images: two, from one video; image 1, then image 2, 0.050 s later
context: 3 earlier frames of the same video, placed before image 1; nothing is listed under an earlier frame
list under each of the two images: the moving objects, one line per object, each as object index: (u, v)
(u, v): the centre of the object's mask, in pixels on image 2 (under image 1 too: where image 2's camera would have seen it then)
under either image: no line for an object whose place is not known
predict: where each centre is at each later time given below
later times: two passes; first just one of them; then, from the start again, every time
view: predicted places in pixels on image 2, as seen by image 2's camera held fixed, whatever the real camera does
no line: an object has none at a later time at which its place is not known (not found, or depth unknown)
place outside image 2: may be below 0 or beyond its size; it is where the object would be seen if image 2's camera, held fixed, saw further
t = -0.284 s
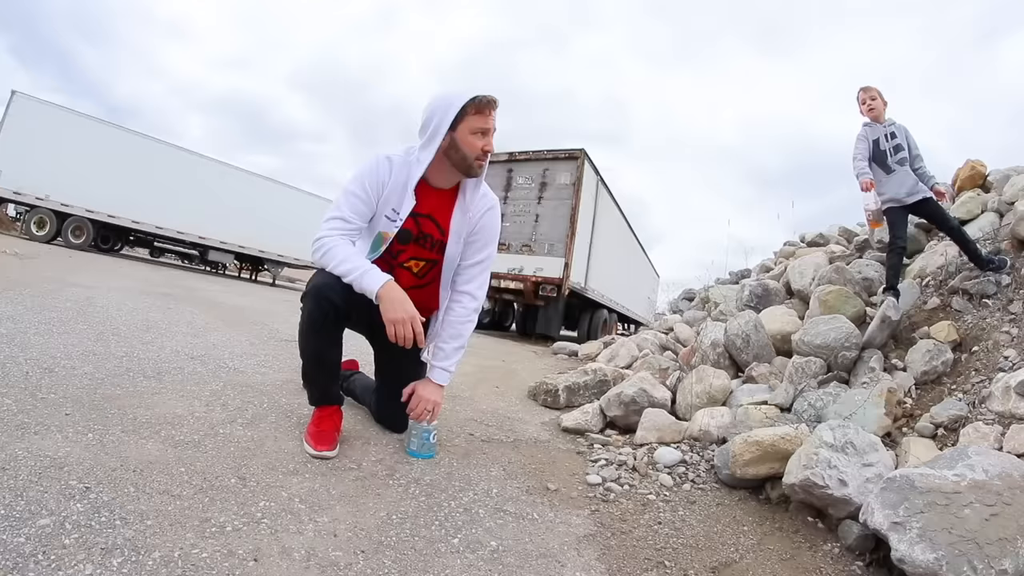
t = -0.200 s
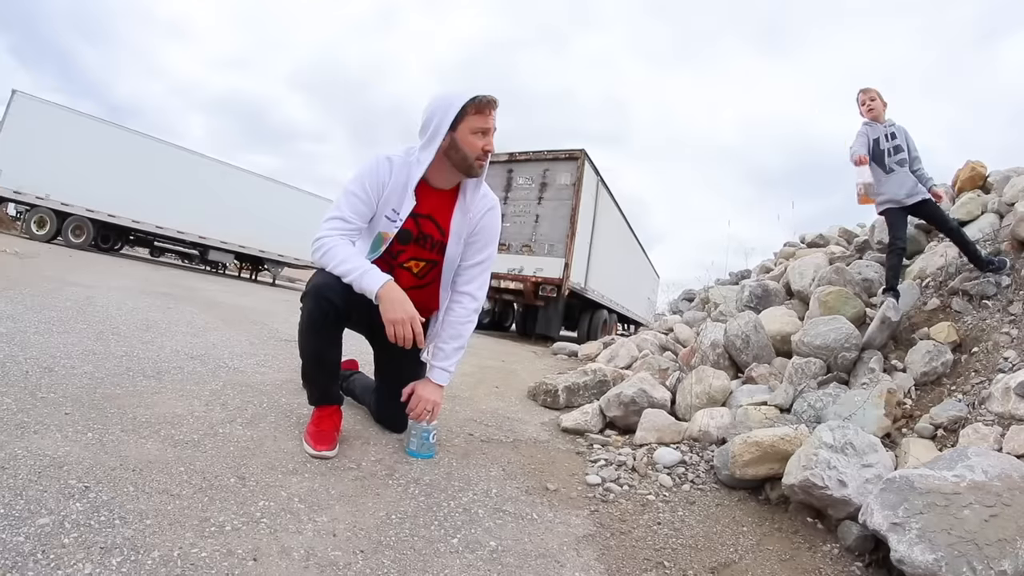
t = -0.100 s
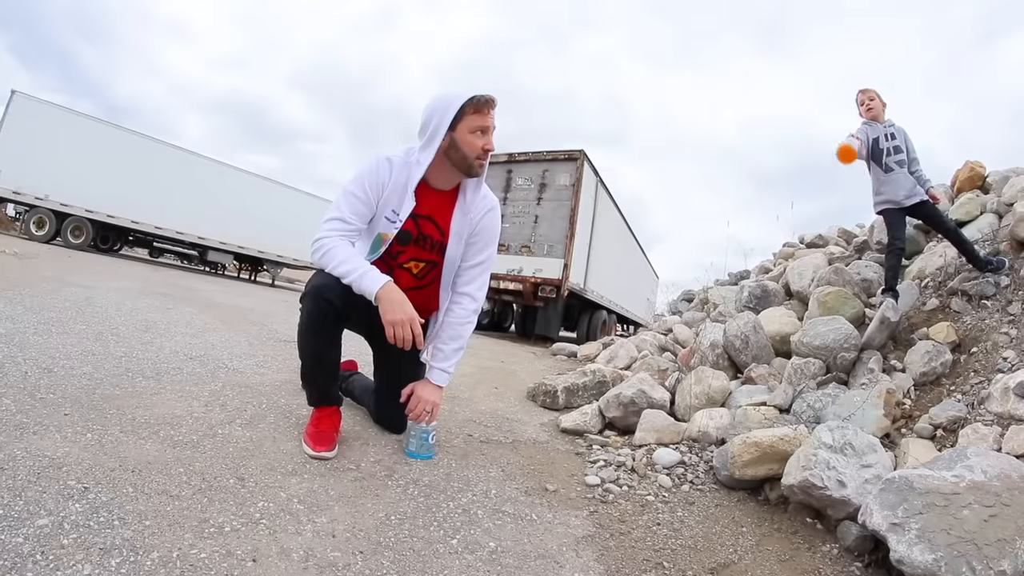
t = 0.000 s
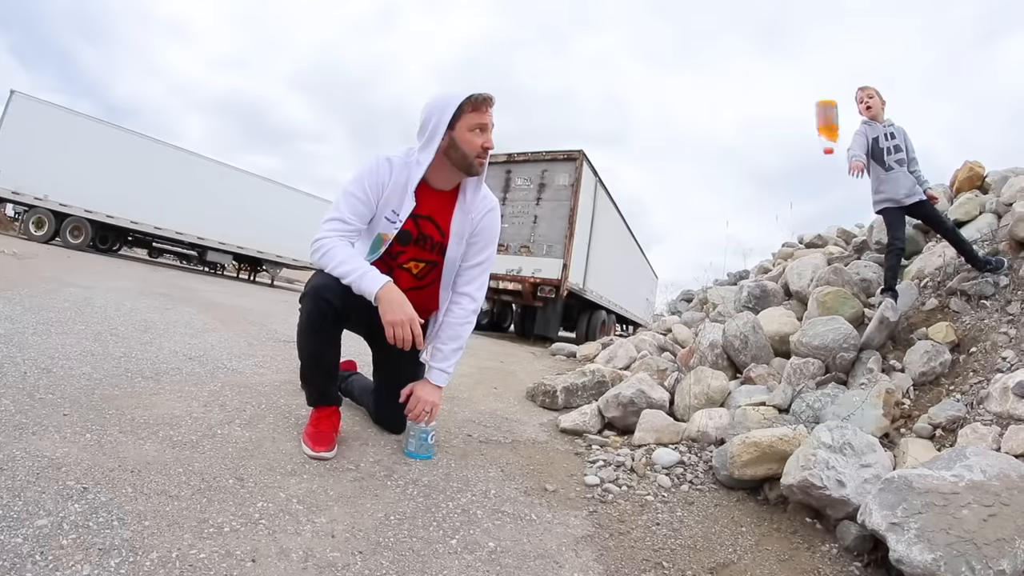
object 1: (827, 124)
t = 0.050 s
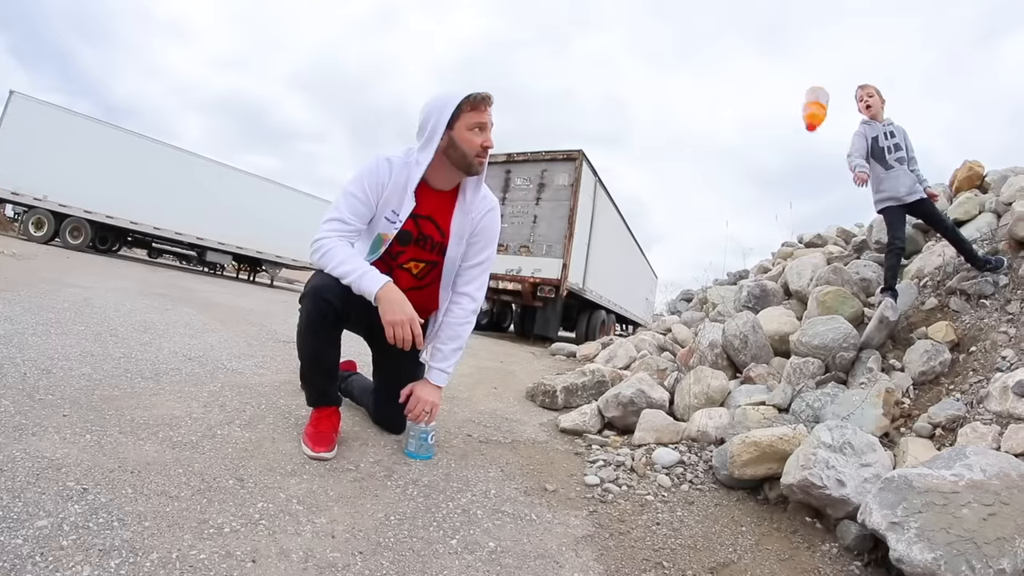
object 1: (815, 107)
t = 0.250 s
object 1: (757, 120)
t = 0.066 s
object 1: (811, 104)
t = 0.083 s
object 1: (808, 101)
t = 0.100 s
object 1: (804, 99)
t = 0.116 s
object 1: (800, 99)
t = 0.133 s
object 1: (796, 99)
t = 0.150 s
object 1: (791, 99)
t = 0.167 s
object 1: (786, 100)
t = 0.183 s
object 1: (781, 102)
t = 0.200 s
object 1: (775, 105)
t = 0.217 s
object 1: (770, 109)
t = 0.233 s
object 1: (763, 114)
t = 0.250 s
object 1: (757, 120)
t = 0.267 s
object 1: (750, 128)
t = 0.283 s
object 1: (744, 138)
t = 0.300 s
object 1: (735, 150)
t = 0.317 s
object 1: (728, 164)
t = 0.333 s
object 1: (718, 181)
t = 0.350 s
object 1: (707, 201)
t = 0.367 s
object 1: (698, 224)
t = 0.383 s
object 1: (684, 255)
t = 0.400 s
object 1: (666, 292)
